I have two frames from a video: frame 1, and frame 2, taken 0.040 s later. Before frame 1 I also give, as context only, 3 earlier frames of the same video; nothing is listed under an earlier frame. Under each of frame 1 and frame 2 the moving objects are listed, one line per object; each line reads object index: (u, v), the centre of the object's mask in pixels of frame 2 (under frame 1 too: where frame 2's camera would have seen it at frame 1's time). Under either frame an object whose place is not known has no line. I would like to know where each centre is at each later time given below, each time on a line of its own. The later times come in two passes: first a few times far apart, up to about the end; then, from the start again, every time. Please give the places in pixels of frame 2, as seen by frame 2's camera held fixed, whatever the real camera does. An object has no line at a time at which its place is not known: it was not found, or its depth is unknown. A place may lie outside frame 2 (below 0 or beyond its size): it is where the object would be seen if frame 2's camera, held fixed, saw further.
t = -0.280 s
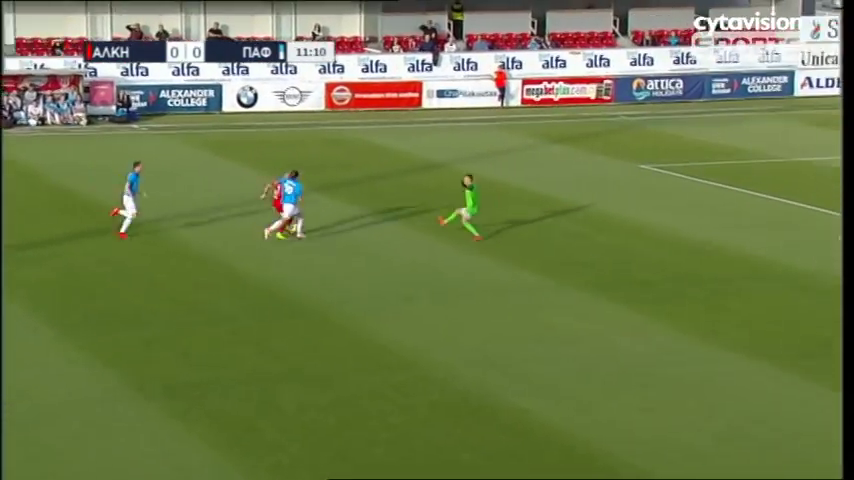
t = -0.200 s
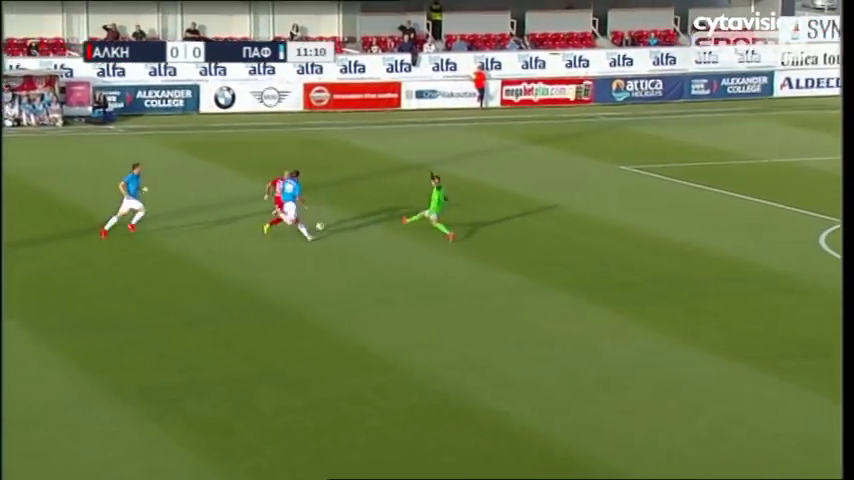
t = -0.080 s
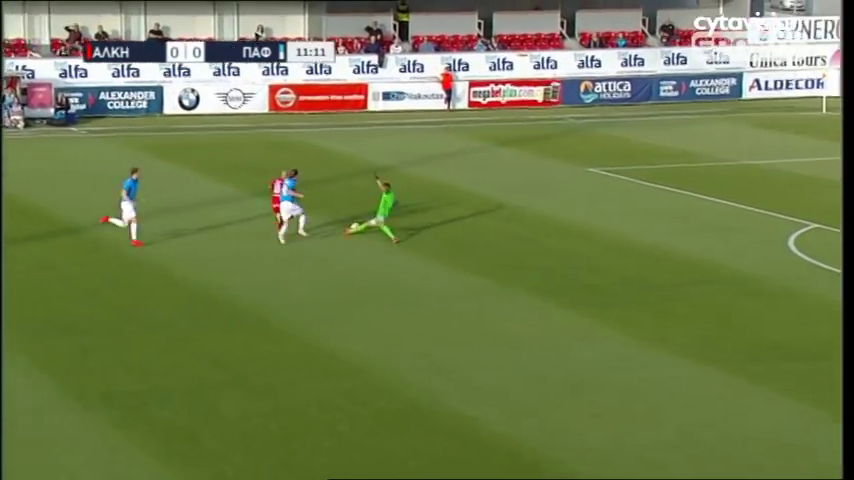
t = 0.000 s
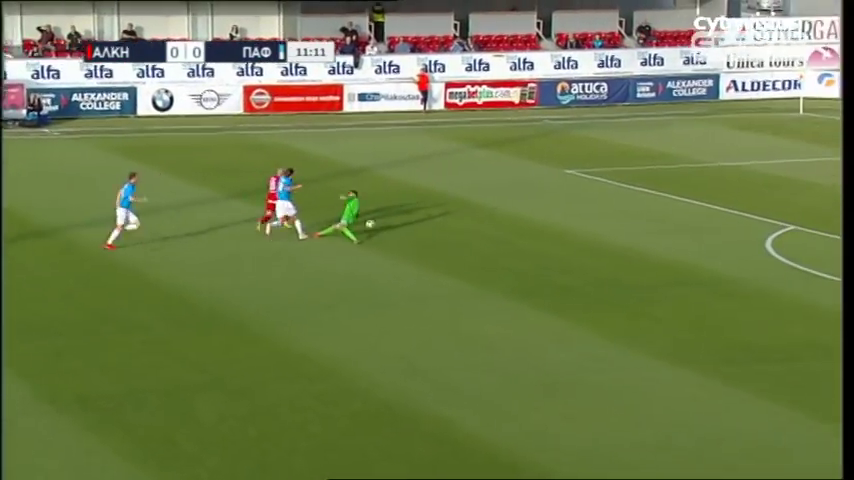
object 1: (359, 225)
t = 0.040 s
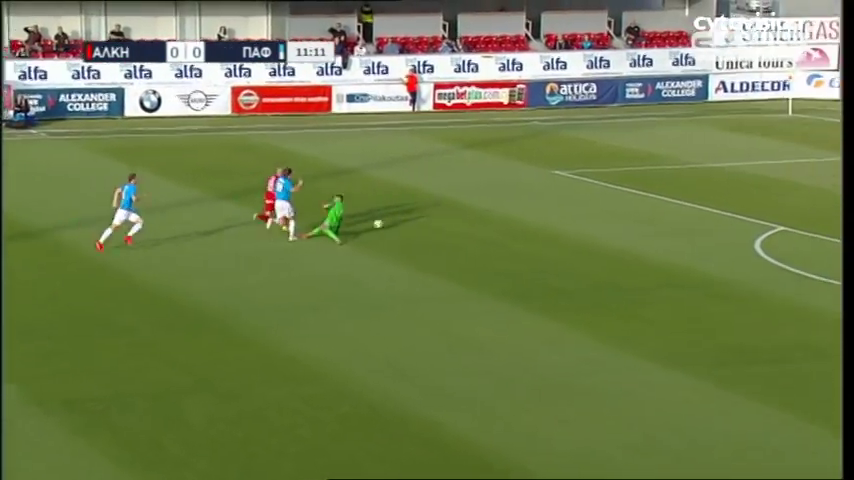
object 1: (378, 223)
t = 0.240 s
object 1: (463, 216)
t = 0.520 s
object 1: (551, 210)
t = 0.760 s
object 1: (611, 207)
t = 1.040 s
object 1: (673, 202)
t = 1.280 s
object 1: (721, 198)
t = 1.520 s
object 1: (768, 195)
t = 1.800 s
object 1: (816, 193)
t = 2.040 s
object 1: (851, 191)
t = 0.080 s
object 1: (397, 223)
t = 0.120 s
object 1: (416, 223)
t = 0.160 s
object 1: (431, 220)
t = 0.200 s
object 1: (447, 218)
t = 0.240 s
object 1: (463, 216)
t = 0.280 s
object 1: (476, 215)
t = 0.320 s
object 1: (491, 215)
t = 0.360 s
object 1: (505, 215)
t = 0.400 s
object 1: (516, 213)
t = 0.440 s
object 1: (530, 211)
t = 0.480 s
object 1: (541, 210)
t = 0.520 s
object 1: (551, 210)
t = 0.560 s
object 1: (562, 210)
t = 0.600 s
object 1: (572, 210)
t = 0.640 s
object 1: (582, 209)
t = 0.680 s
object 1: (592, 208)
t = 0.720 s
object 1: (602, 208)
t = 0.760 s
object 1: (611, 207)
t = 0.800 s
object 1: (621, 206)
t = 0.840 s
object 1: (630, 205)
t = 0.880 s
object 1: (639, 205)
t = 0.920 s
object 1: (648, 204)
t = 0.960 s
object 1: (656, 203)
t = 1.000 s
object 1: (665, 202)
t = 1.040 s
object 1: (673, 202)
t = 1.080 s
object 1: (682, 201)
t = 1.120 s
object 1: (690, 200)
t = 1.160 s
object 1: (698, 200)
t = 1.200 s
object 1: (706, 199)
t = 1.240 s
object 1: (714, 198)
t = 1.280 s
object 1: (721, 198)
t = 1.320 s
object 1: (729, 197)
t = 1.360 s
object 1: (737, 197)
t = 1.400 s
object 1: (745, 196)
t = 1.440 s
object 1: (753, 196)
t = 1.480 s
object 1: (761, 195)
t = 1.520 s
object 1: (768, 195)
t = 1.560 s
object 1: (775, 194)
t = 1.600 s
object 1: (782, 194)
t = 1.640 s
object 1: (790, 194)
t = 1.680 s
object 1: (797, 193)
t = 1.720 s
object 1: (803, 193)
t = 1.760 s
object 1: (809, 193)
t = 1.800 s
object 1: (816, 193)
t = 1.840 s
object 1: (822, 193)
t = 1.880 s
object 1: (829, 192)
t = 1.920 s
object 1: (834, 192)
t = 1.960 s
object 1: (840, 192)
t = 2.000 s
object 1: (846, 191)
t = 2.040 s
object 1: (851, 191)
